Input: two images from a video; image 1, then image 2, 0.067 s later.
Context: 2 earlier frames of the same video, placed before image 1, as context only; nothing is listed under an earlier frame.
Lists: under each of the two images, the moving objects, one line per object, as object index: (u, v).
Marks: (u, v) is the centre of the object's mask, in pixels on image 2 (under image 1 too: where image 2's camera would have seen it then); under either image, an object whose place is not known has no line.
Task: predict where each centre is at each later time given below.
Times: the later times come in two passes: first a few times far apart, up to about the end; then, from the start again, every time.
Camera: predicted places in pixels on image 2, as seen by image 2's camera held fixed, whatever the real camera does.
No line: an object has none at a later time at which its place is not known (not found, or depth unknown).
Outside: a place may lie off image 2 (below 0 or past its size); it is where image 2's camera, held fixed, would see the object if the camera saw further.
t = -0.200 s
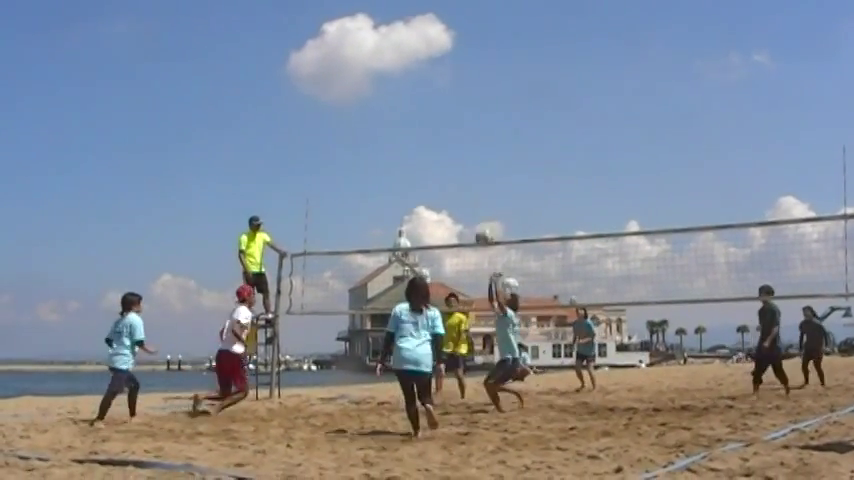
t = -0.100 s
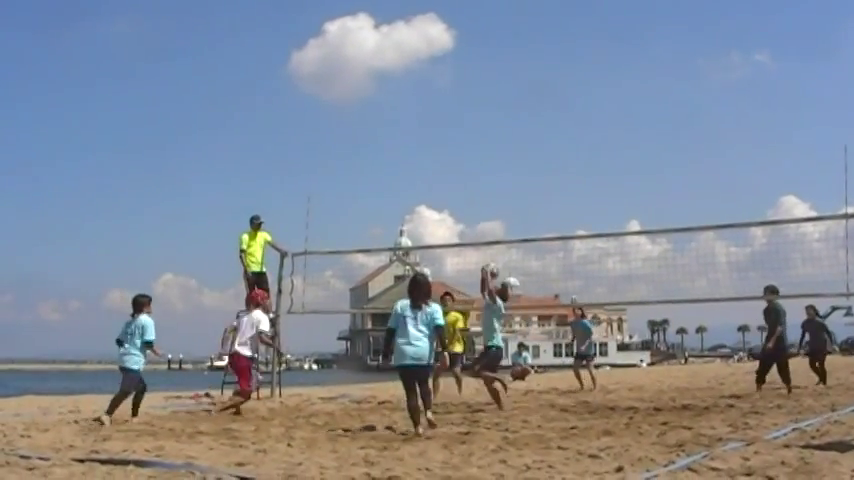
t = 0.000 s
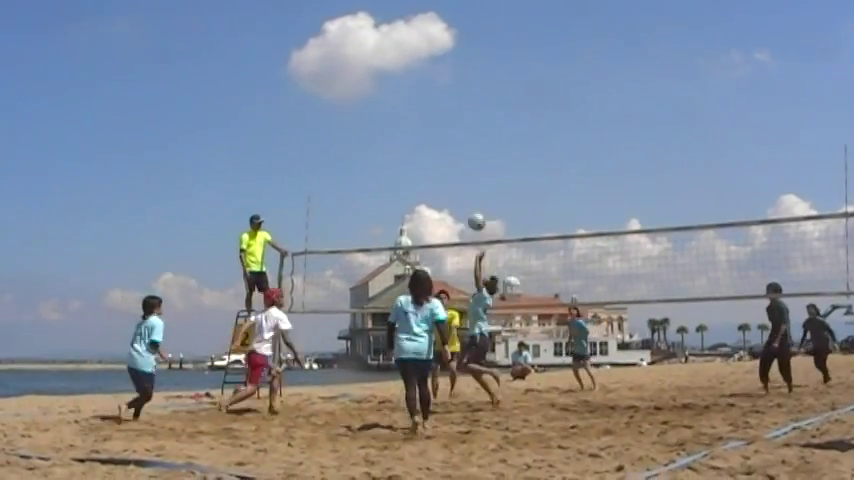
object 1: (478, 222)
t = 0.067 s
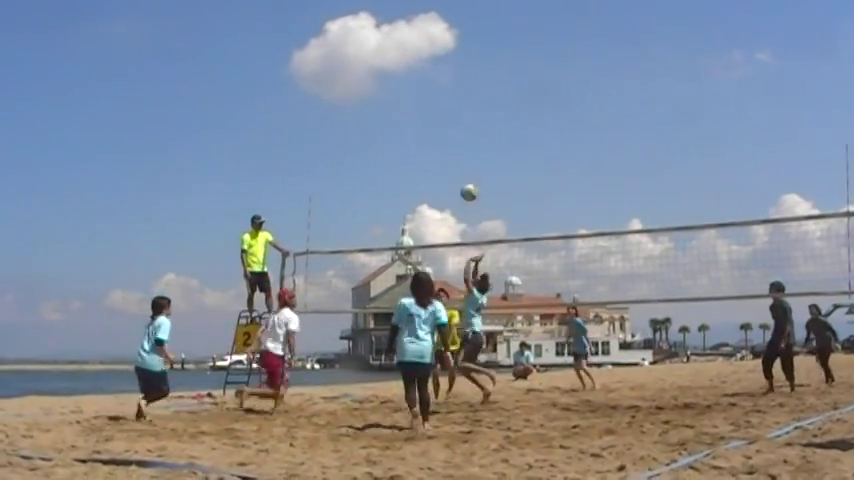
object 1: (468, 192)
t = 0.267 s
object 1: (443, 130)
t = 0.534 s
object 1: (416, 98)
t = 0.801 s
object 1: (394, 120)
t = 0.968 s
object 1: (384, 159)
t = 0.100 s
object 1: (464, 179)
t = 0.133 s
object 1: (459, 167)
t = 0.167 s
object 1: (455, 157)
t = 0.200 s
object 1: (451, 147)
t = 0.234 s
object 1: (447, 138)
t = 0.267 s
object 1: (443, 130)
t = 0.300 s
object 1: (439, 123)
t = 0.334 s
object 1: (436, 117)
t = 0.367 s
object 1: (432, 112)
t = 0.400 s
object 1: (428, 108)
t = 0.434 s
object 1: (425, 104)
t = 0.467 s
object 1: (422, 102)
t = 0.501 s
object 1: (419, 100)
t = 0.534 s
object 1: (416, 98)
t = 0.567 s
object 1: (413, 98)
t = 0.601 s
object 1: (410, 99)
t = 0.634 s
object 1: (407, 101)
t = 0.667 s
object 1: (404, 103)
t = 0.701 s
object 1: (401, 106)
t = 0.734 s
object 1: (399, 110)
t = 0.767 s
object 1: (396, 115)
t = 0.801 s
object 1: (394, 120)
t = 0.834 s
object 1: (392, 126)
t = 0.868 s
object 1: (390, 133)
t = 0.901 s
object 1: (388, 141)
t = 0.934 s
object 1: (386, 149)
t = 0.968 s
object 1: (384, 159)
